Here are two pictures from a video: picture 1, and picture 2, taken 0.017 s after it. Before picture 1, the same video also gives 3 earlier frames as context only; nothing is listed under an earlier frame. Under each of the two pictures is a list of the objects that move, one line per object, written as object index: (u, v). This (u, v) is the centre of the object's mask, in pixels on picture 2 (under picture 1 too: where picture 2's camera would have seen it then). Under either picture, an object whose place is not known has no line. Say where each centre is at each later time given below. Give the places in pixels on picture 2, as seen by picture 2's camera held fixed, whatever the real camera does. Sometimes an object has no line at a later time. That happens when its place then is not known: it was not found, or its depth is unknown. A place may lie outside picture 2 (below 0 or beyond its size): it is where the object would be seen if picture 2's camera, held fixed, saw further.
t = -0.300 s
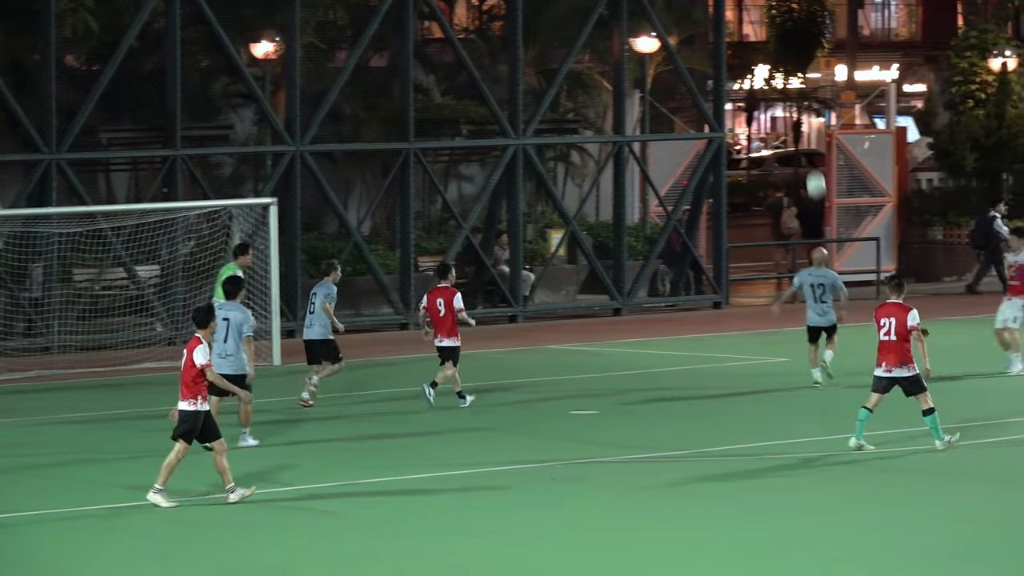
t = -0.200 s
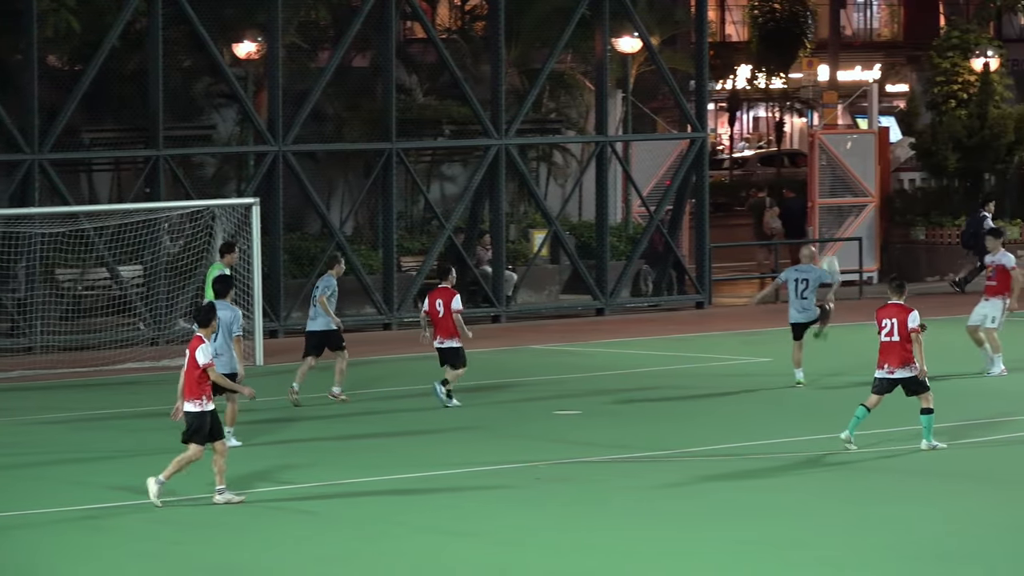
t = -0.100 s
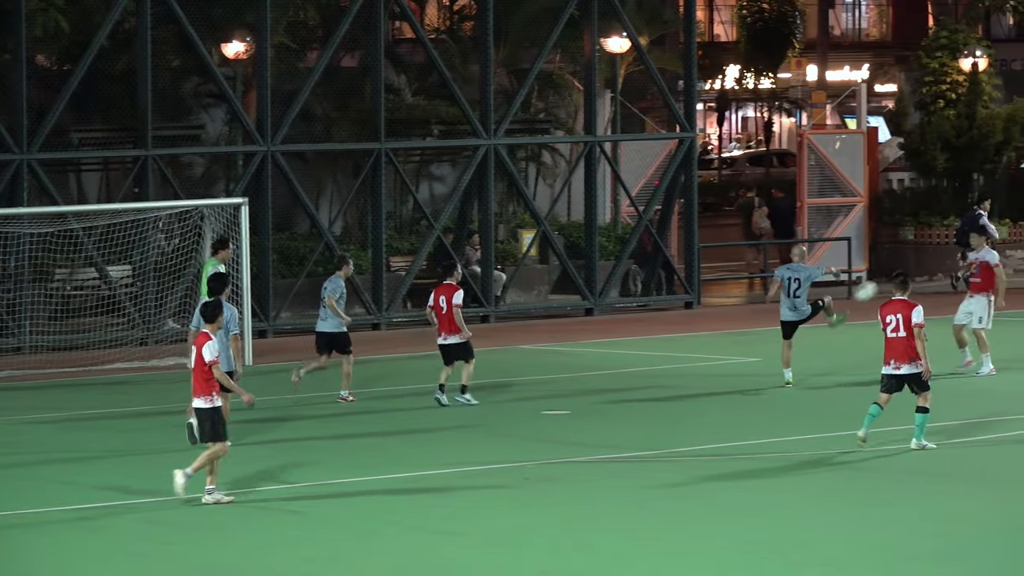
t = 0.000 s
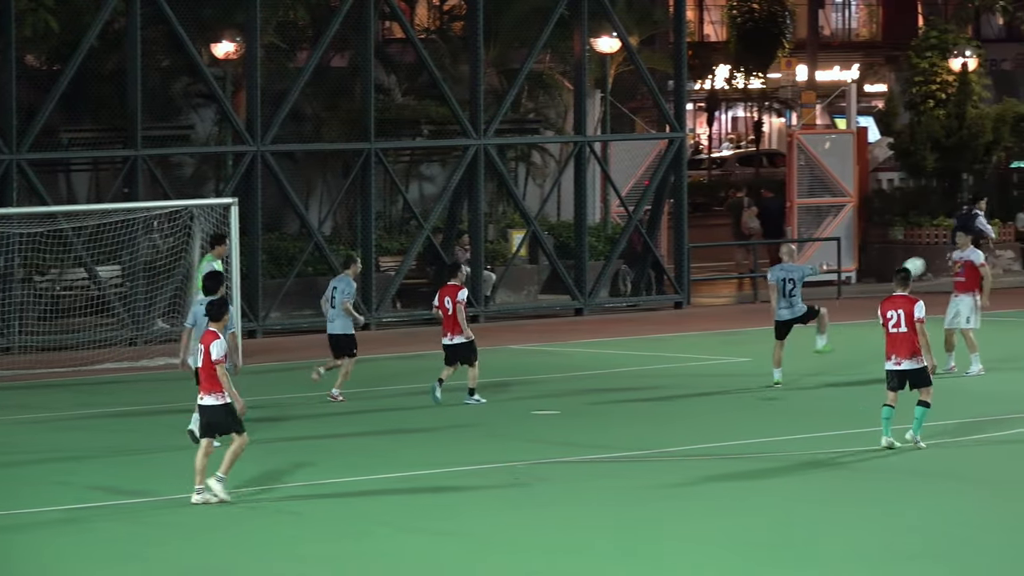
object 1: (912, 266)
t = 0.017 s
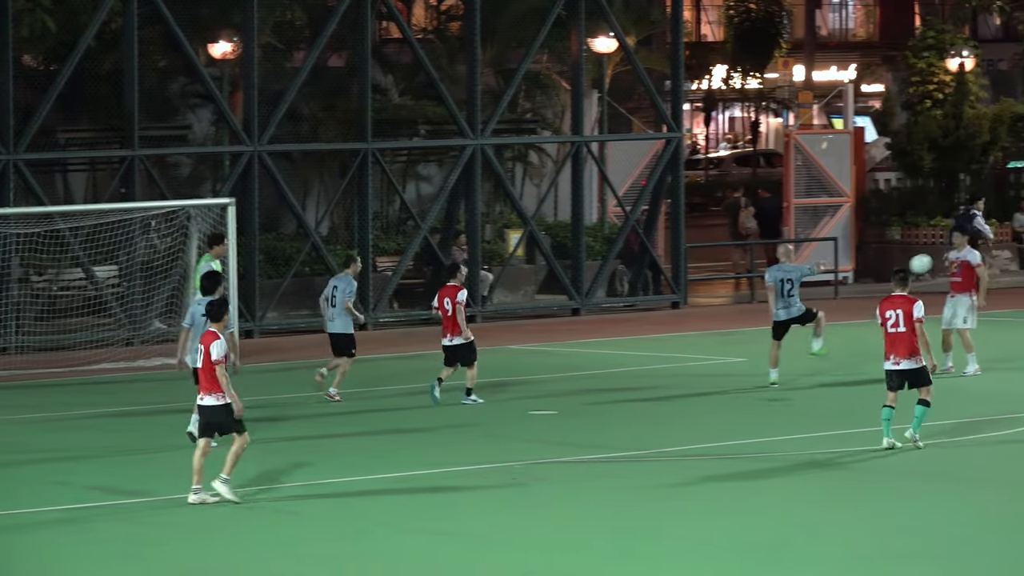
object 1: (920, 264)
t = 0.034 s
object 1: (931, 261)
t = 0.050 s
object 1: (941, 258)
